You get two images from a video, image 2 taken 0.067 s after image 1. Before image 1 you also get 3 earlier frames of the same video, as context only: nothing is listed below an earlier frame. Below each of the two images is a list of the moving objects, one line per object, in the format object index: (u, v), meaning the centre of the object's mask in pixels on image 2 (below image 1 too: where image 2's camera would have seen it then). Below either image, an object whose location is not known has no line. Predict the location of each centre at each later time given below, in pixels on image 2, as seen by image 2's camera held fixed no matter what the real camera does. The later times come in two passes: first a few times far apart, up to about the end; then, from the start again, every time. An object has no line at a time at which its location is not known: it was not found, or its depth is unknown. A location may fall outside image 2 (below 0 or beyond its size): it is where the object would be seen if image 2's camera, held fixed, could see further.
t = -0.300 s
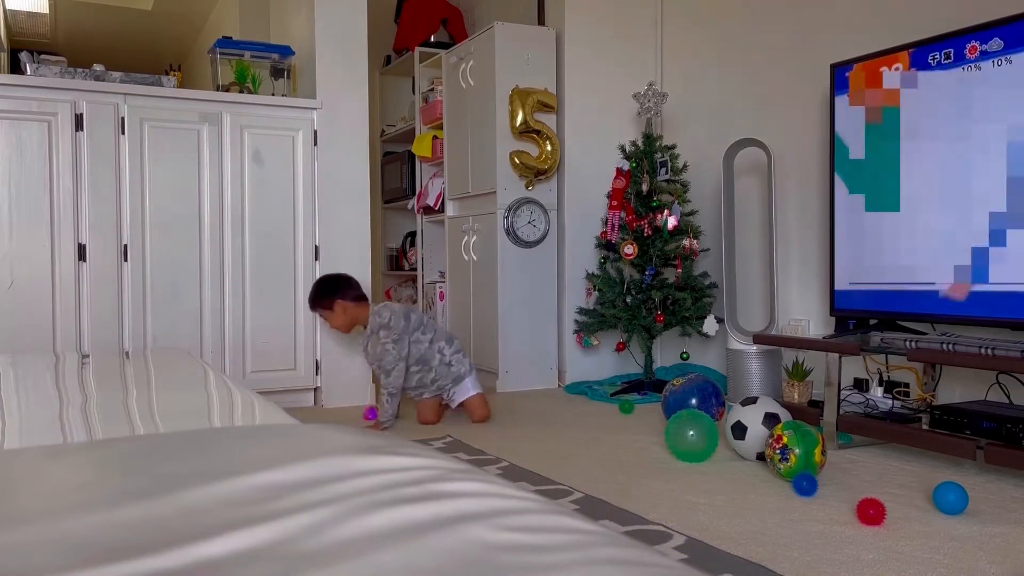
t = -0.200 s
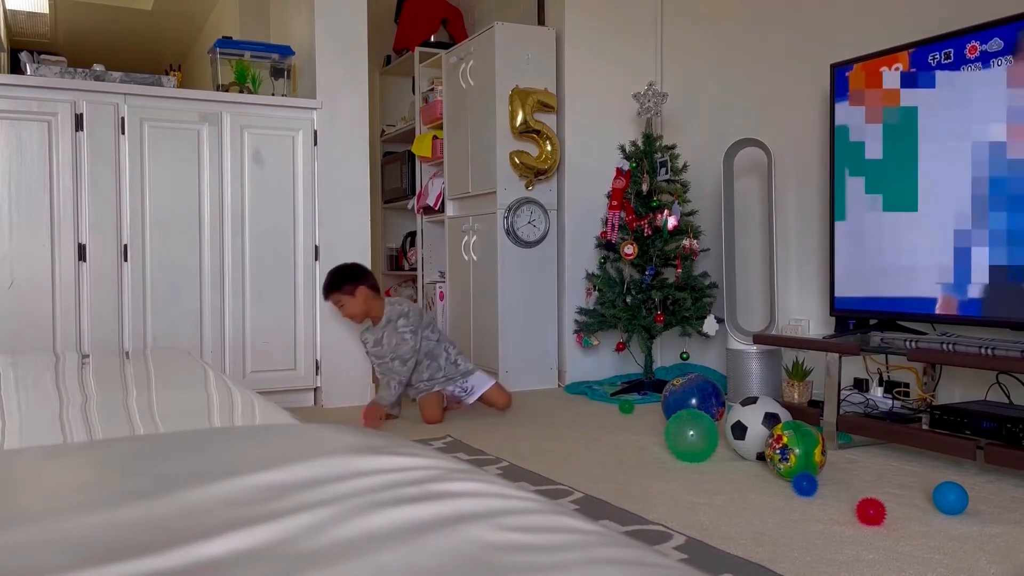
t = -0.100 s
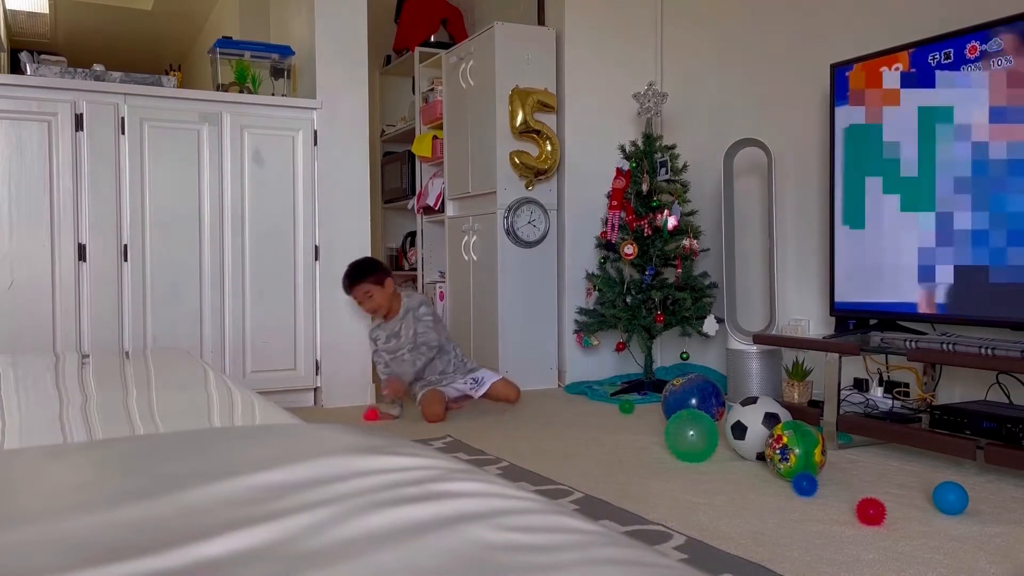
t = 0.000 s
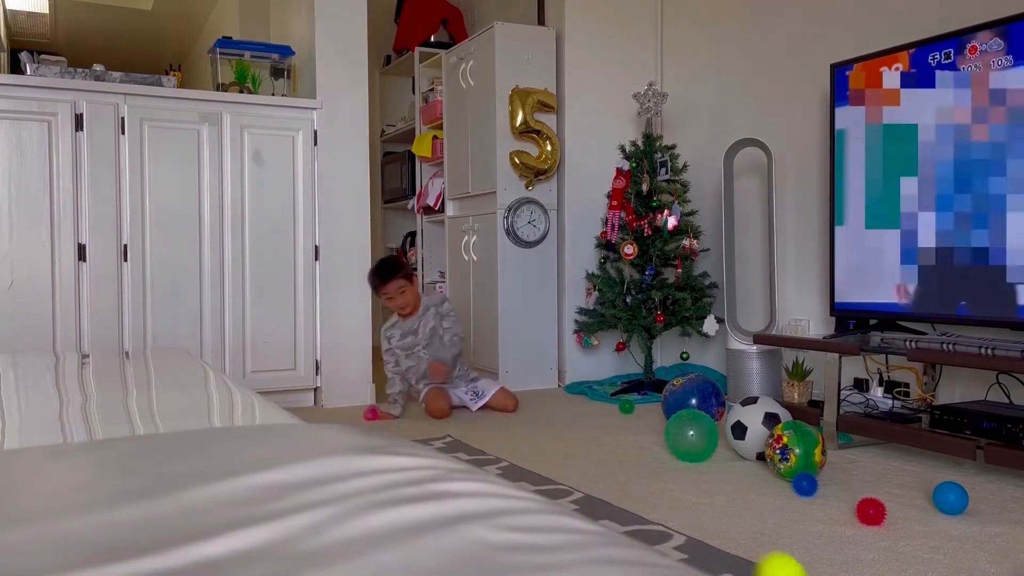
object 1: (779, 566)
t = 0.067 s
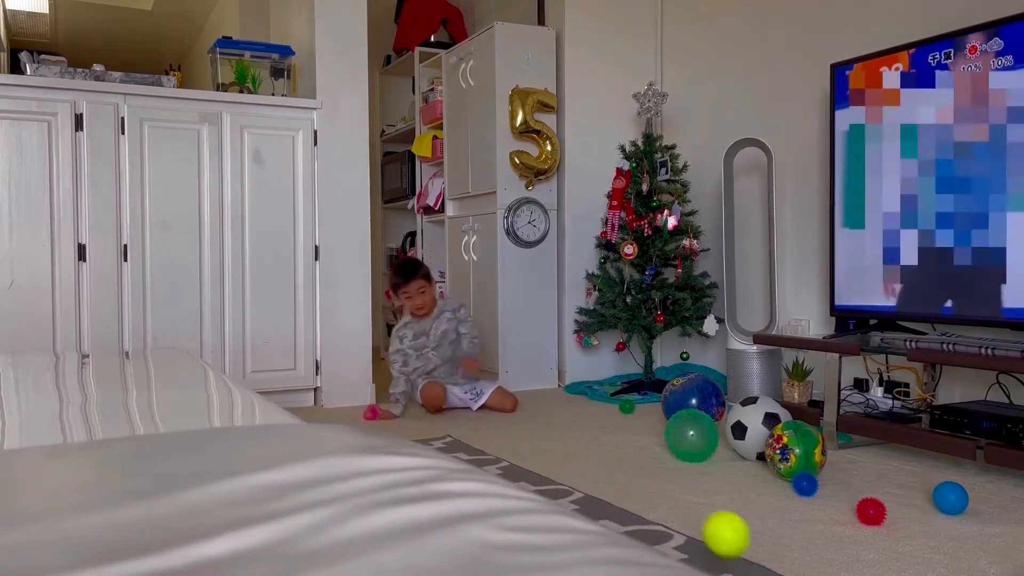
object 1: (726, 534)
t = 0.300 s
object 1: (596, 492)
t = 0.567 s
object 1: (506, 443)
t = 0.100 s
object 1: (701, 527)
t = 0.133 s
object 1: (682, 523)
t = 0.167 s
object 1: (661, 528)
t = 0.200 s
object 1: (647, 533)
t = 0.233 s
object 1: (627, 519)
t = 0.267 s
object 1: (611, 505)
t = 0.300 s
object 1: (596, 492)
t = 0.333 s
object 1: (581, 489)
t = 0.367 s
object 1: (569, 486)
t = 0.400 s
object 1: (556, 475)
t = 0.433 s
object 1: (545, 470)
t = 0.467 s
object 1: (533, 459)
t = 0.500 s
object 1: (522, 454)
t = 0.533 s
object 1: (513, 451)
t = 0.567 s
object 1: (506, 443)
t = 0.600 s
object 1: (498, 440)
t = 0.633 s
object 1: (492, 436)
